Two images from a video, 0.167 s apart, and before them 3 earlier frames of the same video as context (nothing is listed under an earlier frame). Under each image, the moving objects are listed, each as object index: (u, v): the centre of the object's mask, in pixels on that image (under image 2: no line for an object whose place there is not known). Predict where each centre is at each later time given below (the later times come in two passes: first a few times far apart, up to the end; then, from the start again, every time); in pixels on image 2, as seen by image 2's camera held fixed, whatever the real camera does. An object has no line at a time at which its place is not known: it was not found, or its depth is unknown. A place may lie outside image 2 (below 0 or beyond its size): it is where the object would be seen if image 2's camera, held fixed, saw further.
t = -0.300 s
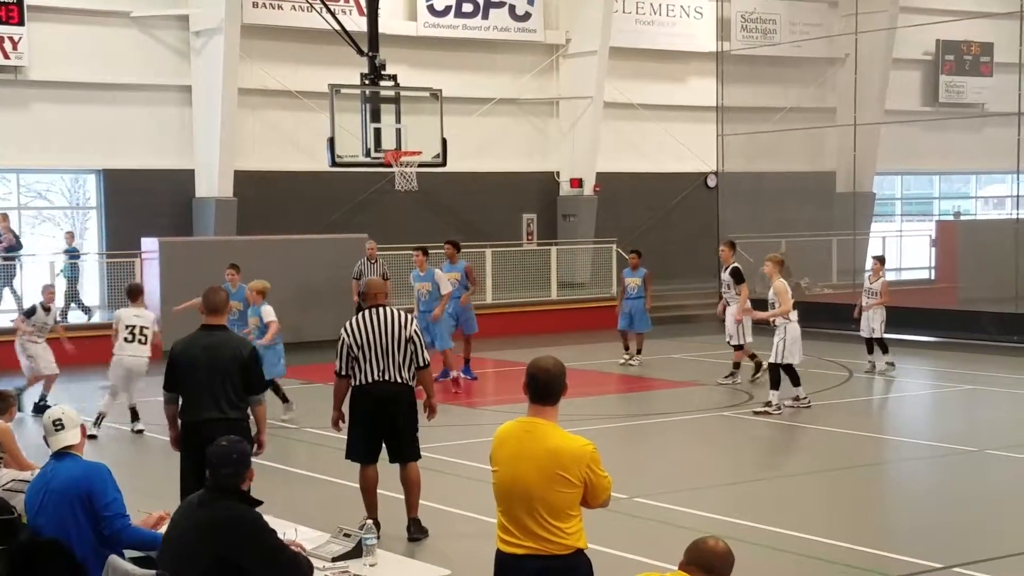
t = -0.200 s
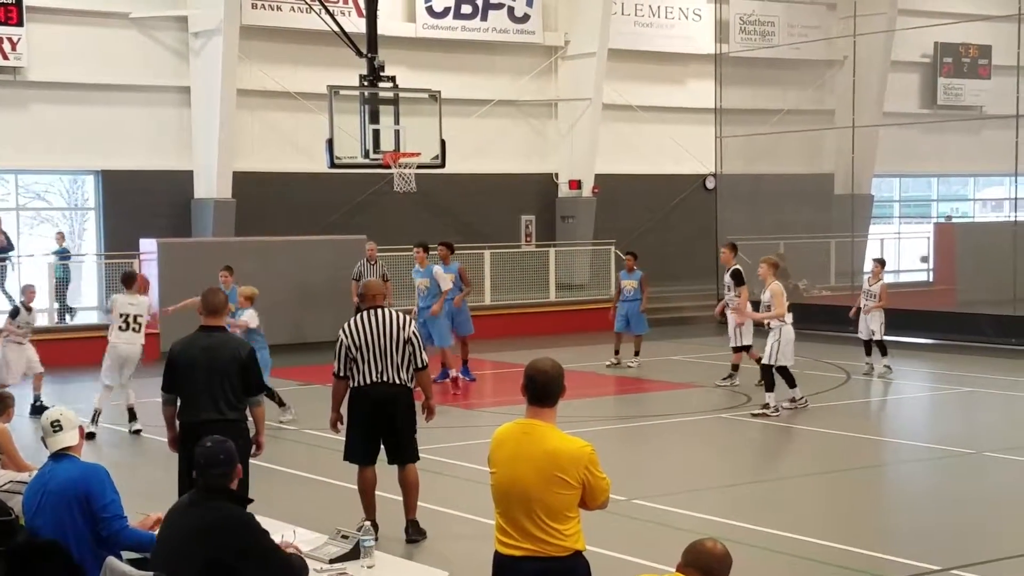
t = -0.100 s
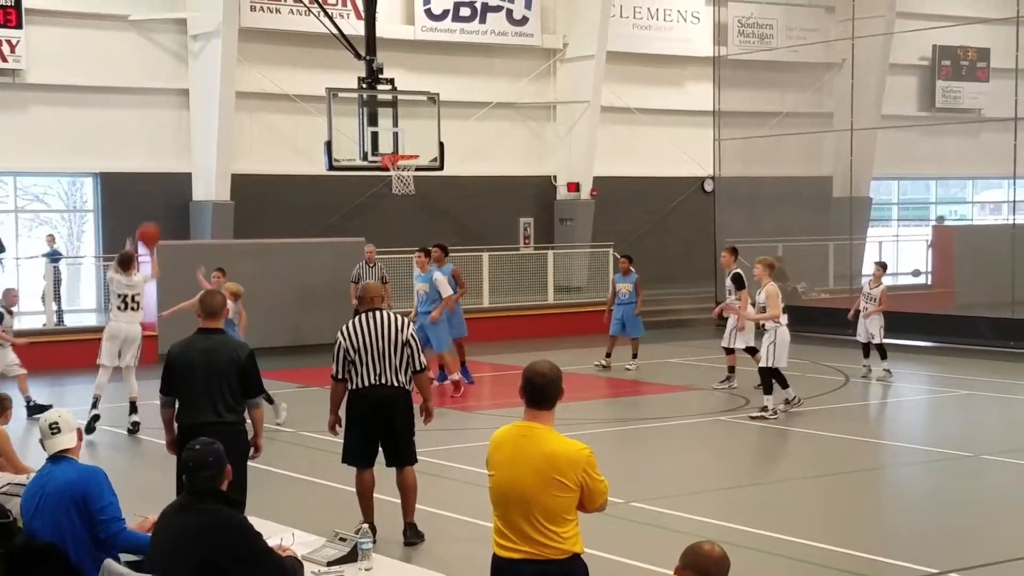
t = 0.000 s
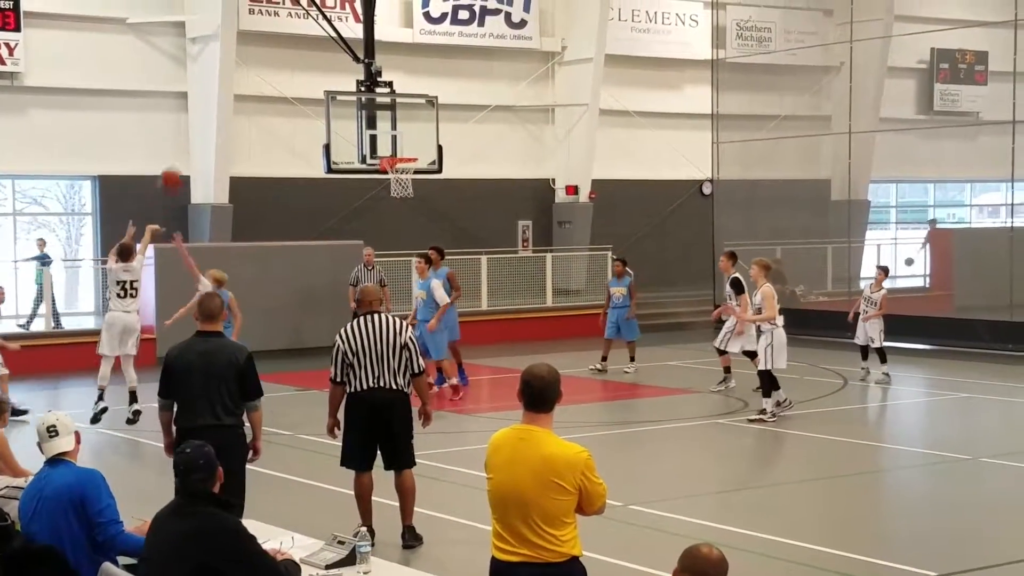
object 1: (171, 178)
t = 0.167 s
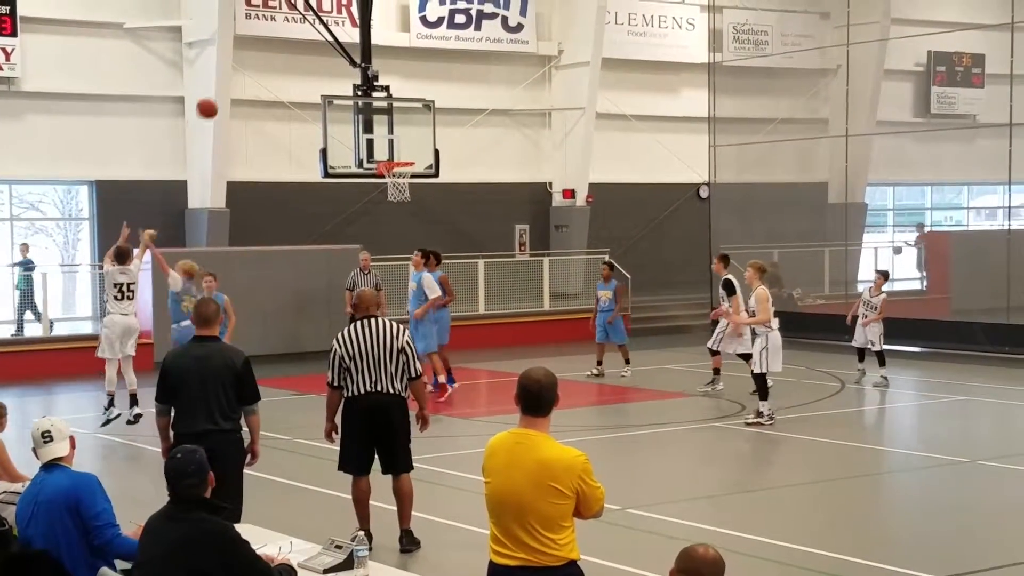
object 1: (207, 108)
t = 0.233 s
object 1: (222, 87)
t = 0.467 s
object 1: (271, 45)
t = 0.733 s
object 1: (323, 53)
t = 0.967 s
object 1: (362, 101)
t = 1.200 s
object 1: (407, 152)
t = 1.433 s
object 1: (477, 146)
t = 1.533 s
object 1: (508, 156)
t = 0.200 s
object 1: (215, 97)
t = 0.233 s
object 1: (222, 87)
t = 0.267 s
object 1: (229, 77)
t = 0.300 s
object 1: (236, 69)
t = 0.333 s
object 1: (243, 63)
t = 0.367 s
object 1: (250, 56)
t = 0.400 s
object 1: (257, 52)
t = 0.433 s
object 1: (264, 48)
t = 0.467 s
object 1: (271, 45)
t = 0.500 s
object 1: (277, 43)
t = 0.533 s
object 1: (284, 41)
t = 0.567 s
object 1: (291, 41)
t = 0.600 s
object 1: (297, 42)
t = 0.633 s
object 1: (303, 43)
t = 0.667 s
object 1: (310, 46)
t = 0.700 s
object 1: (316, 49)
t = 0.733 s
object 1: (323, 53)
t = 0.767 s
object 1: (329, 58)
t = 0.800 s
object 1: (335, 63)
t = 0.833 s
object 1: (340, 69)
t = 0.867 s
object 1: (346, 77)
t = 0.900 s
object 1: (352, 84)
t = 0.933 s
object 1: (358, 93)
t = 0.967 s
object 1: (362, 101)
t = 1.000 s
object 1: (369, 112)
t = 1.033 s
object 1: (372, 121)
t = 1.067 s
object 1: (379, 133)
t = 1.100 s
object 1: (383, 144)
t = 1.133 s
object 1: (389, 155)
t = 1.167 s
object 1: (397, 155)
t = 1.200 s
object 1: (407, 152)
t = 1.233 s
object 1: (416, 148)
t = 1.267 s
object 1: (426, 146)
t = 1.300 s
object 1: (436, 145)
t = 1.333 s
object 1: (447, 144)
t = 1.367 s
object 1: (457, 144)
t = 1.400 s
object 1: (467, 145)
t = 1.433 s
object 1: (477, 146)
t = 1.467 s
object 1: (487, 149)
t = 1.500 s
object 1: (497, 152)
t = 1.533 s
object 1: (508, 156)
